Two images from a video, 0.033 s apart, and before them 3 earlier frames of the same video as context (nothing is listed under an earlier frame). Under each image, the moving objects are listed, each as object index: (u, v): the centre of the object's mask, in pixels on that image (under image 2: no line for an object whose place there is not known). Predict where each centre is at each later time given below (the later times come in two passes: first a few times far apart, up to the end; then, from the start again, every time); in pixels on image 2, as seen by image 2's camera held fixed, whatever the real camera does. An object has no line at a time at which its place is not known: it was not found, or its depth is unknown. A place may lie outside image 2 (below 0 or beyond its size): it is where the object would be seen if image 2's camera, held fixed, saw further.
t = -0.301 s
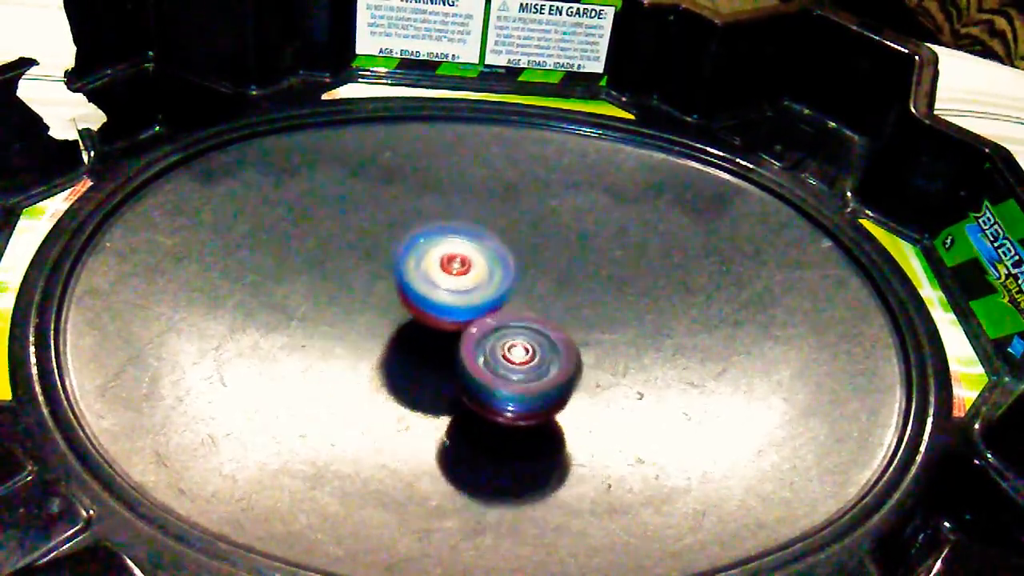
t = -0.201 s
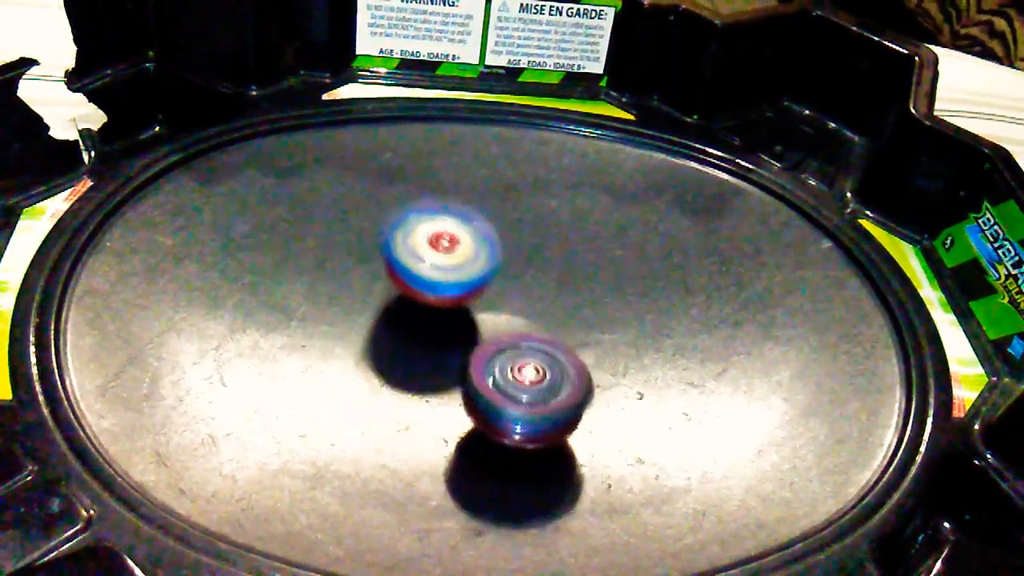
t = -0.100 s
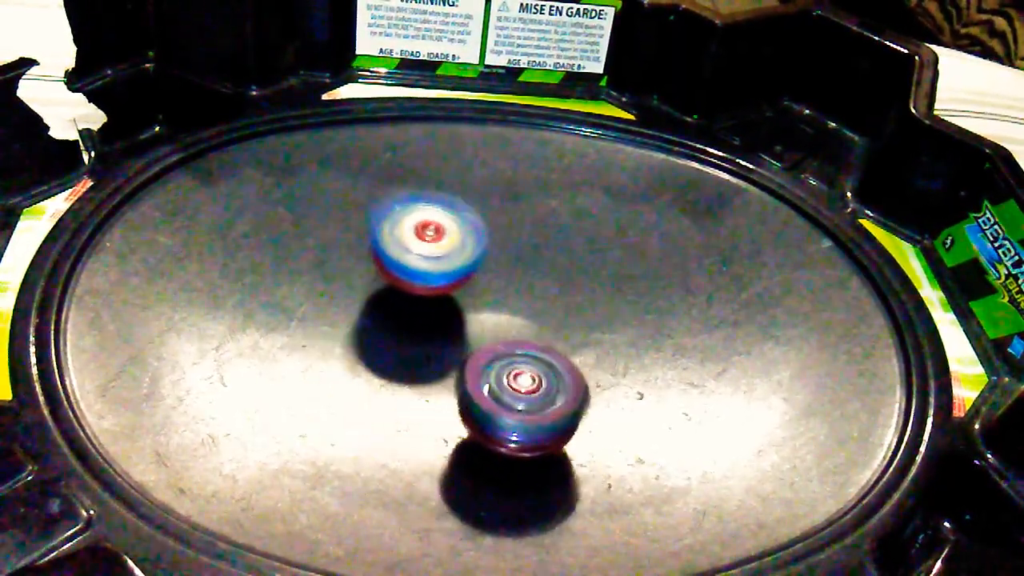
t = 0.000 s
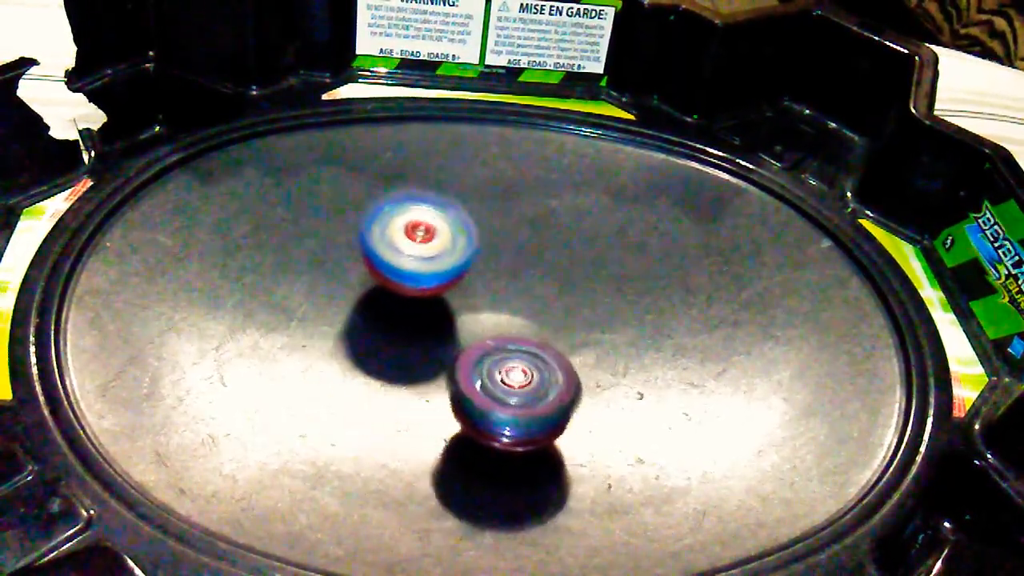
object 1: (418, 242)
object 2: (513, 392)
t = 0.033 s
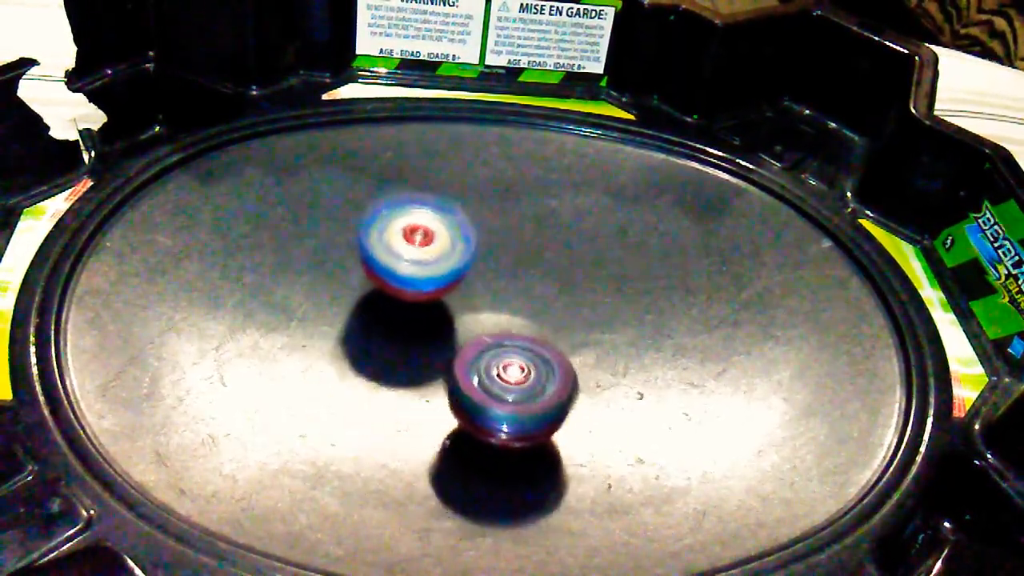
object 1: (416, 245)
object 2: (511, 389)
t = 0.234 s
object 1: (415, 277)
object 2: (512, 362)
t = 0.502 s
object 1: (389, 296)
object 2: (554, 357)
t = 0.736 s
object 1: (357, 313)
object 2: (593, 351)
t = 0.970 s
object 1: (419, 337)
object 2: (567, 324)
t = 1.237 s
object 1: (307, 377)
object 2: (705, 253)
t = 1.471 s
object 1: (366, 396)
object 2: (697, 252)
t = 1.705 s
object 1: (490, 333)
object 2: (592, 280)
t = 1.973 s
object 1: (378, 281)
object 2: (569, 269)
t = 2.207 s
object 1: (362, 298)
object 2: (495, 290)
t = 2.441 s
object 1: (352, 364)
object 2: (495, 316)
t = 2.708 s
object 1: (420, 429)
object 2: (551, 329)
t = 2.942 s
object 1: (422, 515)
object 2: (649, 240)
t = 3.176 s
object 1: (491, 404)
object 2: (627, 236)
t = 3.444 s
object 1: (376, 253)
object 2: (552, 265)
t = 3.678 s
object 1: (211, 221)
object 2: (486, 314)
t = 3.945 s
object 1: (255, 331)
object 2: (429, 386)
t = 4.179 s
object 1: (373, 343)
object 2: (526, 430)
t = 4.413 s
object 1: (474, 286)
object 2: (584, 405)
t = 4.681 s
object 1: (495, 233)
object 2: (588, 327)
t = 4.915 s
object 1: (435, 255)
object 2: (563, 292)
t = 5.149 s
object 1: (341, 312)
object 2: (551, 311)
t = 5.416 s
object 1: (453, 401)
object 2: (516, 316)
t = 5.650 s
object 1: (548, 478)
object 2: (549, 272)
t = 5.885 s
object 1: (588, 382)
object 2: (536, 277)
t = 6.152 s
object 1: (544, 358)
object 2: (483, 256)
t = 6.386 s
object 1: (491, 395)
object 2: (451, 271)
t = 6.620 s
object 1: (475, 415)
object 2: (436, 312)
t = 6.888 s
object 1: (494, 407)
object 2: (433, 301)
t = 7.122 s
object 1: (551, 390)
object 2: (419, 280)
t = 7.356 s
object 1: (549, 333)
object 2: (427, 297)
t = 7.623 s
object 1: (573, 299)
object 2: (424, 317)
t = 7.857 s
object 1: (549, 286)
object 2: (438, 343)
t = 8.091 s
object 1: (555, 278)
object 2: (466, 353)
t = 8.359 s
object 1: (565, 262)
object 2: (473, 365)
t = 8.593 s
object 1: (543, 278)
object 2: (476, 358)
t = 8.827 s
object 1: (548, 283)
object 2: (459, 360)
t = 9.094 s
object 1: (587, 291)
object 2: (427, 369)
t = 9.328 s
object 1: (580, 306)
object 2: (432, 371)
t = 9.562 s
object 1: (566, 329)
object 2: (434, 356)
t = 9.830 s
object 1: (573, 326)
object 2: (423, 335)
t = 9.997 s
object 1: (557, 316)
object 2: (418, 328)
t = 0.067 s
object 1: (415, 250)
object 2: (509, 384)
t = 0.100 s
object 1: (415, 256)
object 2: (507, 379)
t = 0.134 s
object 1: (416, 262)
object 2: (506, 373)
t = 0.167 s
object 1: (418, 269)
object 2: (506, 366)
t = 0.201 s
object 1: (419, 276)
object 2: (505, 362)
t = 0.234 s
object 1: (415, 277)
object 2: (512, 362)
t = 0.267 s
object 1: (410, 278)
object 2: (518, 362)
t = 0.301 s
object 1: (407, 280)
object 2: (522, 362)
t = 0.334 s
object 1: (405, 282)
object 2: (525, 362)
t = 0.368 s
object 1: (406, 287)
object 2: (527, 360)
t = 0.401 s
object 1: (406, 291)
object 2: (528, 358)
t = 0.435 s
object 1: (408, 296)
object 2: (527, 355)
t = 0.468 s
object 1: (403, 297)
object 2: (535, 354)
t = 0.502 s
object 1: (389, 296)
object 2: (554, 357)
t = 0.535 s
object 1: (379, 295)
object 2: (567, 360)
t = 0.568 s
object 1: (371, 297)
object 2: (578, 360)
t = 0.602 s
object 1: (366, 299)
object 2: (585, 360)
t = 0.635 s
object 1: (360, 302)
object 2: (589, 360)
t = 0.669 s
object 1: (357, 305)
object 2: (592, 358)
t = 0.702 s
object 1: (356, 309)
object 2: (593, 356)
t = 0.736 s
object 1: (357, 313)
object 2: (593, 351)
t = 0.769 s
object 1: (360, 317)
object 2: (591, 348)
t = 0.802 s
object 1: (365, 322)
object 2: (590, 345)
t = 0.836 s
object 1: (371, 327)
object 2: (587, 342)
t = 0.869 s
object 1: (380, 330)
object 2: (582, 338)
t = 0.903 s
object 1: (392, 334)
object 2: (578, 334)
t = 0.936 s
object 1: (406, 336)
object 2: (573, 329)
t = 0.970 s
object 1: (419, 337)
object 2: (567, 324)
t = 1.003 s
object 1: (436, 338)
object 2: (562, 318)
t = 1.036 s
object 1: (440, 340)
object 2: (564, 310)
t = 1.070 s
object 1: (404, 347)
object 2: (600, 294)
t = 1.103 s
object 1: (374, 352)
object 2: (634, 280)
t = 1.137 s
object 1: (351, 357)
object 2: (658, 269)
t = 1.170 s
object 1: (330, 364)
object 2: (677, 259)
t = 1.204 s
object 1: (317, 369)
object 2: (693, 255)
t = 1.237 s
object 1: (307, 377)
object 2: (705, 253)
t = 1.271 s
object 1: (301, 384)
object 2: (712, 251)
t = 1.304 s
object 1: (303, 389)
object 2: (715, 248)
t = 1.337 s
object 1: (308, 394)
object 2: (716, 247)
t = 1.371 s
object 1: (318, 396)
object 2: (715, 247)
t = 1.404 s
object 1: (332, 398)
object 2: (712, 248)
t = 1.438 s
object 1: (349, 400)
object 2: (705, 250)
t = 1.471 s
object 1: (366, 396)
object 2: (697, 252)
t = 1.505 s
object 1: (387, 391)
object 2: (687, 255)
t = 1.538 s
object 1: (407, 386)
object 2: (676, 259)
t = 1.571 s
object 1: (426, 378)
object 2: (662, 263)
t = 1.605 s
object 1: (446, 369)
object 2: (645, 269)
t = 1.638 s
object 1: (467, 357)
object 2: (628, 273)
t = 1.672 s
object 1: (480, 346)
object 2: (613, 277)
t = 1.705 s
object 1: (490, 333)
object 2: (592, 280)
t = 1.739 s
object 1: (479, 322)
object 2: (589, 276)
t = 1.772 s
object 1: (461, 317)
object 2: (592, 271)
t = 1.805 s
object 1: (440, 310)
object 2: (593, 268)
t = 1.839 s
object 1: (424, 303)
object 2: (592, 265)
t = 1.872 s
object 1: (410, 295)
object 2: (589, 265)
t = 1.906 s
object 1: (398, 289)
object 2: (583, 266)
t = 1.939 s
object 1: (387, 284)
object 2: (577, 267)
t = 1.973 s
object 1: (378, 281)
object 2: (569, 269)
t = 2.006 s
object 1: (370, 279)
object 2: (560, 271)
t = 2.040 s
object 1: (365, 279)
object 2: (551, 274)
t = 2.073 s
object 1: (361, 280)
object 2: (541, 276)
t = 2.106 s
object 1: (358, 283)
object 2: (530, 280)
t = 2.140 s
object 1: (357, 287)
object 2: (519, 282)
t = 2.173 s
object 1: (359, 293)
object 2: (507, 287)
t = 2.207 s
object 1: (362, 298)
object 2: (495, 290)
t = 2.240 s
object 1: (362, 306)
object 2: (489, 293)
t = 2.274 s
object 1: (351, 315)
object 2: (492, 293)
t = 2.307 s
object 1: (343, 326)
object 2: (495, 296)
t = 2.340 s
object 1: (339, 336)
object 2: (496, 299)
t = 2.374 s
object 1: (340, 346)
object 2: (497, 304)
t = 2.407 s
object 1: (344, 356)
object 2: (496, 310)
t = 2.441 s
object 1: (352, 364)
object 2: (495, 316)
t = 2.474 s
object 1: (364, 372)
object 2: (493, 323)
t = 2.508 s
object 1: (384, 379)
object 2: (493, 328)
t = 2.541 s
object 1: (394, 389)
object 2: (496, 332)
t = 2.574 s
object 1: (400, 397)
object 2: (504, 335)
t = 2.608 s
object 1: (411, 402)
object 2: (512, 338)
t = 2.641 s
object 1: (423, 405)
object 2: (520, 341)
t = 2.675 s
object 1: (434, 408)
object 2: (527, 342)
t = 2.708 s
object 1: (420, 429)
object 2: (551, 329)
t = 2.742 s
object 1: (402, 461)
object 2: (576, 306)
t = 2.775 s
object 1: (393, 480)
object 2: (595, 287)
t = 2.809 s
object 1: (390, 494)
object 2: (613, 272)
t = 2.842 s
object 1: (392, 505)
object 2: (626, 260)
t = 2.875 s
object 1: (399, 511)
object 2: (637, 250)
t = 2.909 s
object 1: (409, 515)
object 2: (644, 245)
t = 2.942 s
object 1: (422, 515)
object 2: (649, 240)
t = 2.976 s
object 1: (436, 511)
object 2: (651, 235)
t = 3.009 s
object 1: (450, 501)
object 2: (651, 233)
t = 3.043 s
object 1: (462, 490)
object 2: (650, 231)
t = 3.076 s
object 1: (473, 474)
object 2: (647, 230)
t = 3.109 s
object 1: (482, 453)
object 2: (642, 231)
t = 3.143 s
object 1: (488, 429)
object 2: (635, 233)
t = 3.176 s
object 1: (491, 404)
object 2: (627, 236)
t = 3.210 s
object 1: (490, 381)
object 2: (618, 240)
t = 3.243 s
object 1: (485, 359)
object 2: (606, 243)
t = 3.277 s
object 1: (479, 334)
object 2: (594, 246)
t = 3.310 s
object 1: (468, 314)
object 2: (580, 252)
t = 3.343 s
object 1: (455, 295)
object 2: (567, 257)
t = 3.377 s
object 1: (431, 277)
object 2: (559, 260)
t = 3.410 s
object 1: (401, 263)
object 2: (556, 262)
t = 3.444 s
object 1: (376, 253)
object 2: (552, 265)
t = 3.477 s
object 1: (348, 242)
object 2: (546, 271)
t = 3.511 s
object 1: (324, 233)
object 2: (538, 278)
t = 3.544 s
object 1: (299, 226)
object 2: (529, 286)
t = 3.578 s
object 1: (274, 220)
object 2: (519, 292)
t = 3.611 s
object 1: (252, 218)
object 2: (508, 299)
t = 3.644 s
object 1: (231, 217)
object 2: (497, 306)
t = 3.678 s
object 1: (211, 221)
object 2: (486, 314)
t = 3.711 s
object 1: (195, 229)
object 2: (477, 322)
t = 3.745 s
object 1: (184, 240)
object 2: (469, 332)
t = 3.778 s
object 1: (180, 252)
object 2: (462, 341)
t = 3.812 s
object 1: (180, 266)
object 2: (453, 351)
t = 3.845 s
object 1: (189, 283)
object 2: (446, 361)
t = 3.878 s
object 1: (204, 300)
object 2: (438, 370)
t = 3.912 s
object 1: (226, 316)
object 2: (433, 378)
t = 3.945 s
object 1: (255, 331)
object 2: (429, 386)
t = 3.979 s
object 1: (285, 343)
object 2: (428, 394)
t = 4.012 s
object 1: (301, 349)
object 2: (445, 403)
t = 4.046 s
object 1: (313, 350)
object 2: (467, 412)
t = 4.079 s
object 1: (327, 350)
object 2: (486, 419)
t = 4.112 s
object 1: (341, 349)
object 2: (501, 424)
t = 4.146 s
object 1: (355, 347)
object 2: (514, 428)
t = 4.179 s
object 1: (373, 343)
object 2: (526, 430)
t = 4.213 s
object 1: (390, 338)
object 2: (537, 431)
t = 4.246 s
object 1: (406, 333)
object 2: (547, 431)
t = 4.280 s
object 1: (423, 326)
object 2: (556, 429)
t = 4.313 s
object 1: (438, 318)
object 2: (565, 425)
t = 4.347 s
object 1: (453, 308)
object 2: (573, 419)
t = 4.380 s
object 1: (466, 297)
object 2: (579, 413)
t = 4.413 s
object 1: (474, 286)
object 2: (584, 405)
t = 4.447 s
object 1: (484, 274)
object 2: (588, 396)
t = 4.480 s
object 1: (491, 265)
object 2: (591, 387)
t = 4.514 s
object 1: (496, 253)
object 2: (593, 378)
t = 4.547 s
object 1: (499, 245)
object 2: (593, 367)
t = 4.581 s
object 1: (500, 239)
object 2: (594, 358)
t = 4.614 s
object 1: (499, 235)
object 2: (593, 348)
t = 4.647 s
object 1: (498, 232)
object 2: (591, 338)
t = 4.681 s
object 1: (495, 233)
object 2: (588, 327)
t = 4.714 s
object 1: (491, 235)
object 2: (584, 317)
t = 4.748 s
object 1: (487, 238)
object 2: (580, 308)
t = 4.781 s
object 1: (476, 238)
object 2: (579, 304)
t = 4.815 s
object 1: (465, 240)
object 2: (577, 301)
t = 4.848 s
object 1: (455, 244)
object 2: (571, 297)
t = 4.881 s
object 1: (448, 251)
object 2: (564, 293)
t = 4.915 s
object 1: (435, 255)
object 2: (563, 292)
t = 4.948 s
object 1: (414, 257)
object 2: (569, 297)
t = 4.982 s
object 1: (395, 261)
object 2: (573, 300)
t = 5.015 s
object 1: (378, 267)
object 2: (572, 303)
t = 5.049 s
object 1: (365, 275)
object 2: (570, 305)
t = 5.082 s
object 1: (353, 286)
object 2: (564, 308)
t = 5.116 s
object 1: (344, 298)
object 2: (558, 309)
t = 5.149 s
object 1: (341, 312)
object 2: (551, 311)
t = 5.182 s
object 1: (340, 324)
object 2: (544, 311)
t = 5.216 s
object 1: (344, 338)
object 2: (538, 311)
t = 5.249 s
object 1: (353, 352)
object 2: (533, 311)
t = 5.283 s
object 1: (368, 366)
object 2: (528, 312)
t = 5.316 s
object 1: (385, 376)
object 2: (523, 314)
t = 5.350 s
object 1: (409, 386)
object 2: (519, 316)
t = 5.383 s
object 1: (433, 395)
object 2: (517, 317)
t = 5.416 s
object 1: (453, 401)
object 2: (516, 316)
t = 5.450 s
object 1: (464, 418)
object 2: (519, 310)
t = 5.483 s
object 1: (473, 437)
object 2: (527, 298)
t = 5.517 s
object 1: (483, 451)
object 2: (533, 287)
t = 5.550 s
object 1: (497, 462)
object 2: (540, 280)
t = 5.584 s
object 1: (513, 471)
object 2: (544, 276)
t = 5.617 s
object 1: (530, 474)
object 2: (547, 274)
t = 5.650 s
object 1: (548, 478)
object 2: (549, 272)
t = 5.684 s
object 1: (566, 473)
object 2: (549, 272)
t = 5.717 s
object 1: (578, 466)
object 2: (548, 272)
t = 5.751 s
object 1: (586, 450)
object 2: (546, 273)
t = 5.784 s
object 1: (592, 436)
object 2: (544, 273)
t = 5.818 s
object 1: (595, 419)
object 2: (541, 274)
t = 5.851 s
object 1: (593, 402)
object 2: (539, 276)
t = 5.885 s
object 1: (588, 382)
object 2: (536, 277)
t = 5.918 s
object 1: (584, 368)
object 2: (533, 278)
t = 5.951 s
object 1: (578, 362)
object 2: (523, 271)
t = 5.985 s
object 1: (577, 363)
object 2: (513, 262)
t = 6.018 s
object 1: (573, 363)
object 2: (505, 256)
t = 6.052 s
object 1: (567, 363)
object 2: (498, 254)
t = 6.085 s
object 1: (560, 361)
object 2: (493, 252)
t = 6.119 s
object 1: (553, 360)
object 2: (488, 253)
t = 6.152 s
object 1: (544, 358)
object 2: (483, 256)
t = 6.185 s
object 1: (533, 357)
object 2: (477, 260)
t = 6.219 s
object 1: (521, 357)
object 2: (474, 263)
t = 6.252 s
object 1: (511, 359)
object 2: (467, 266)
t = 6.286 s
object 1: (505, 367)
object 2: (461, 265)
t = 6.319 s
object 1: (499, 376)
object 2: (456, 265)
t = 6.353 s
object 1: (494, 386)
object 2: (453, 267)
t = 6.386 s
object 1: (491, 395)
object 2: (451, 271)
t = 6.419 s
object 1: (487, 402)
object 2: (449, 276)
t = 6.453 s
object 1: (484, 407)
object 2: (448, 284)
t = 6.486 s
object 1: (481, 411)
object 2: (446, 292)
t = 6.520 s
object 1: (478, 412)
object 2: (444, 298)
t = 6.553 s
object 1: (477, 412)
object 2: (442, 306)
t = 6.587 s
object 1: (475, 410)
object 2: (440, 313)
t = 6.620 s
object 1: (475, 415)
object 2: (436, 312)
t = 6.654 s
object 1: (477, 424)
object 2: (431, 308)
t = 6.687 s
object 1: (480, 430)
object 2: (428, 303)
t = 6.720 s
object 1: (483, 433)
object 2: (426, 299)
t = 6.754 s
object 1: (486, 433)
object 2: (427, 298)
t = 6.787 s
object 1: (489, 430)
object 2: (428, 297)
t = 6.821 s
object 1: (491, 424)
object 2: (430, 298)
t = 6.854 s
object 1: (494, 416)
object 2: (431, 300)
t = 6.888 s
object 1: (494, 407)
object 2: (433, 301)
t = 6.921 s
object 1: (495, 397)
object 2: (434, 304)
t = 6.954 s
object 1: (501, 390)
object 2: (430, 300)
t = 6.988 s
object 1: (512, 393)
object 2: (423, 292)
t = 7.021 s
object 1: (524, 394)
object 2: (418, 286)
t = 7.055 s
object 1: (535, 395)
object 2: (417, 283)
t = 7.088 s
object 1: (543, 394)
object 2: (418, 279)
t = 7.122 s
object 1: (551, 390)
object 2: (419, 280)
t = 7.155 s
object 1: (558, 384)
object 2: (420, 281)
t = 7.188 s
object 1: (562, 378)
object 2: (421, 282)
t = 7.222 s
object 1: (565, 368)
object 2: (423, 285)
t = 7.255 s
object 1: (563, 359)
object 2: (424, 289)
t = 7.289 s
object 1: (560, 351)
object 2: (425, 291)
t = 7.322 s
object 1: (554, 341)
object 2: (427, 295)
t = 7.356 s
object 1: (549, 333)
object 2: (427, 297)
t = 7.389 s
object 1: (555, 329)
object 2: (419, 299)
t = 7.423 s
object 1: (562, 326)
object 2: (413, 299)
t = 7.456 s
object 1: (568, 321)
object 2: (411, 300)
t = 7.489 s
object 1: (573, 316)
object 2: (411, 301)
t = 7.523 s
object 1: (577, 311)
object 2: (413, 304)
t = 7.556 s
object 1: (577, 307)
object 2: (416, 308)
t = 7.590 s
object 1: (576, 303)
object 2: (420, 312)
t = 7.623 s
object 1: (573, 299)
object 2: (424, 317)
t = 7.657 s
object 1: (568, 297)
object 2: (427, 321)
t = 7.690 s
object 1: (562, 295)
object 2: (431, 324)
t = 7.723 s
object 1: (554, 294)
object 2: (434, 329)
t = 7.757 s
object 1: (551, 293)
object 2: (434, 333)
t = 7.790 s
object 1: (551, 290)
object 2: (434, 338)
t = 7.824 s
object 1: (552, 287)
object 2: (436, 340)
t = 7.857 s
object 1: (549, 286)
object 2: (438, 343)
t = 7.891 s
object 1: (549, 285)
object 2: (444, 344)
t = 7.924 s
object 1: (547, 285)
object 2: (450, 346)
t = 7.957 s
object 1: (548, 286)
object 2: (454, 348)
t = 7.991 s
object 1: (549, 283)
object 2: (456, 350)
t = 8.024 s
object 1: (554, 281)
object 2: (459, 352)
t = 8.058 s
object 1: (555, 279)
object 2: (462, 353)
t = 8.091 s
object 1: (555, 278)
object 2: (466, 353)
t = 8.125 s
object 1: (555, 278)
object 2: (472, 353)
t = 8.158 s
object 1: (555, 279)
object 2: (476, 353)
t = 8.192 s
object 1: (555, 278)
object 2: (479, 354)
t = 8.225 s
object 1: (555, 276)
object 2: (481, 355)
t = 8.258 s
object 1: (559, 273)
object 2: (479, 360)
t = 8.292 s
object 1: (562, 268)
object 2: (476, 363)
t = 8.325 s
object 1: (565, 265)
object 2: (474, 364)
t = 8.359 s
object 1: (565, 262)
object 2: (473, 365)
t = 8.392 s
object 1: (564, 260)
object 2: (473, 364)
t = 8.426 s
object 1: (562, 260)
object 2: (474, 363)
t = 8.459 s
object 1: (559, 263)
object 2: (475, 362)
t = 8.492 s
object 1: (553, 266)
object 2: (476, 360)
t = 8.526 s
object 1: (550, 269)
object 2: (476, 358)
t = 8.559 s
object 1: (545, 274)
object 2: (477, 357)
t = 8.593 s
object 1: (543, 278)
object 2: (476, 358)
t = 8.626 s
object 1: (545, 279)
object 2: (470, 361)
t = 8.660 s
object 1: (546, 280)
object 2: (467, 363)
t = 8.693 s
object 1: (546, 280)
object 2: (464, 362)
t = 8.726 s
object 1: (548, 279)
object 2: (461, 362)
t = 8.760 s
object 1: (549, 280)
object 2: (461, 361)
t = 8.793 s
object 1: (547, 280)
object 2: (461, 361)
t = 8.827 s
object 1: (548, 283)
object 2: (459, 360)
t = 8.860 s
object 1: (547, 287)
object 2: (459, 360)
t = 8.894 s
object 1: (549, 292)
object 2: (458, 360)
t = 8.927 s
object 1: (555, 297)
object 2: (454, 361)
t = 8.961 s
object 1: (567, 296)
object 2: (443, 366)
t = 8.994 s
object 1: (574, 295)
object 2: (437, 367)
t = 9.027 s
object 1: (581, 293)
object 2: (432, 368)
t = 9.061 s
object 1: (584, 292)
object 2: (428, 369)
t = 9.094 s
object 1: (587, 291)
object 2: (427, 369)
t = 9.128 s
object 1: (590, 292)
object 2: (427, 371)
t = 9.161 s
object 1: (590, 292)
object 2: (427, 372)
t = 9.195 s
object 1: (591, 294)
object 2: (427, 373)
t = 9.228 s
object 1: (588, 297)
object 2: (428, 373)
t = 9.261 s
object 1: (588, 299)
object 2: (429, 373)
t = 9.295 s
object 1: (584, 303)
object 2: (430, 373)
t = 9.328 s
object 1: (580, 306)
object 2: (432, 371)
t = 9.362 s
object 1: (575, 312)
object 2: (435, 369)
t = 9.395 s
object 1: (569, 316)
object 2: (438, 367)
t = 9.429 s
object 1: (565, 321)
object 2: (441, 364)
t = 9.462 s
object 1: (563, 325)
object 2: (440, 362)
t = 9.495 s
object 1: (565, 326)
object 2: (437, 361)
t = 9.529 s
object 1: (565, 328)
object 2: (436, 359)
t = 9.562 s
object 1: (566, 329)
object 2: (434, 356)
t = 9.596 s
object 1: (566, 331)
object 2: (434, 353)
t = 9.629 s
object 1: (565, 330)
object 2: (434, 350)
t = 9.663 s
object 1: (566, 332)
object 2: (434, 347)
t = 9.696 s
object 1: (567, 332)
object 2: (432, 344)
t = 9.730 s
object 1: (571, 331)
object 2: (428, 343)
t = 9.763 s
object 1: (571, 330)
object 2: (427, 340)
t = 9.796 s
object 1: (573, 328)
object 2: (424, 337)
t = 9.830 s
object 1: (573, 326)
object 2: (423, 335)
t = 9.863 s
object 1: (570, 324)
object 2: (421, 334)
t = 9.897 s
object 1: (570, 321)
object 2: (420, 332)
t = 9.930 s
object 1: (565, 319)
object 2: (419, 330)
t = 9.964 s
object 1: (561, 317)
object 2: (418, 329)
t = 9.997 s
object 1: (557, 316)
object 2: (418, 328)
